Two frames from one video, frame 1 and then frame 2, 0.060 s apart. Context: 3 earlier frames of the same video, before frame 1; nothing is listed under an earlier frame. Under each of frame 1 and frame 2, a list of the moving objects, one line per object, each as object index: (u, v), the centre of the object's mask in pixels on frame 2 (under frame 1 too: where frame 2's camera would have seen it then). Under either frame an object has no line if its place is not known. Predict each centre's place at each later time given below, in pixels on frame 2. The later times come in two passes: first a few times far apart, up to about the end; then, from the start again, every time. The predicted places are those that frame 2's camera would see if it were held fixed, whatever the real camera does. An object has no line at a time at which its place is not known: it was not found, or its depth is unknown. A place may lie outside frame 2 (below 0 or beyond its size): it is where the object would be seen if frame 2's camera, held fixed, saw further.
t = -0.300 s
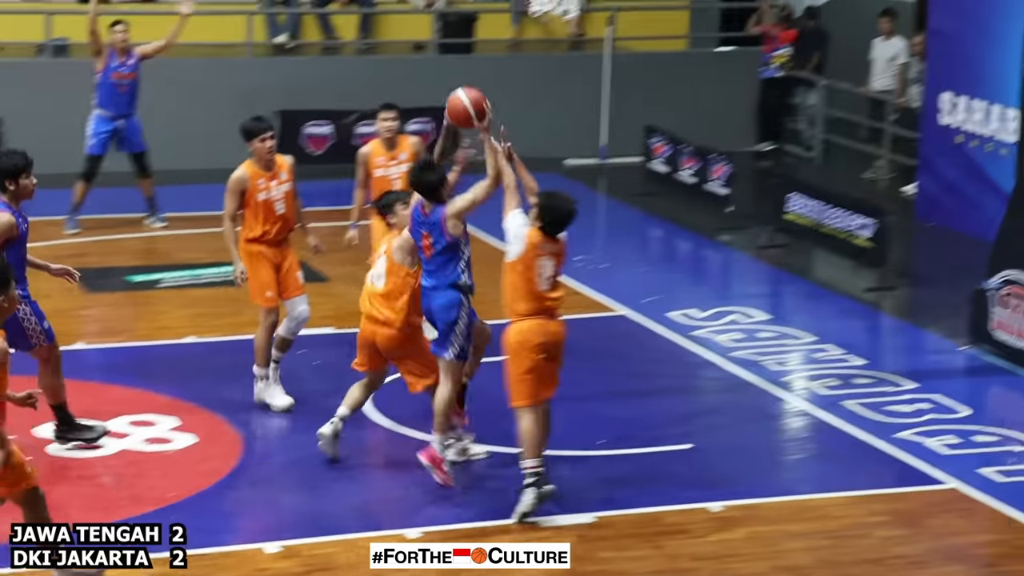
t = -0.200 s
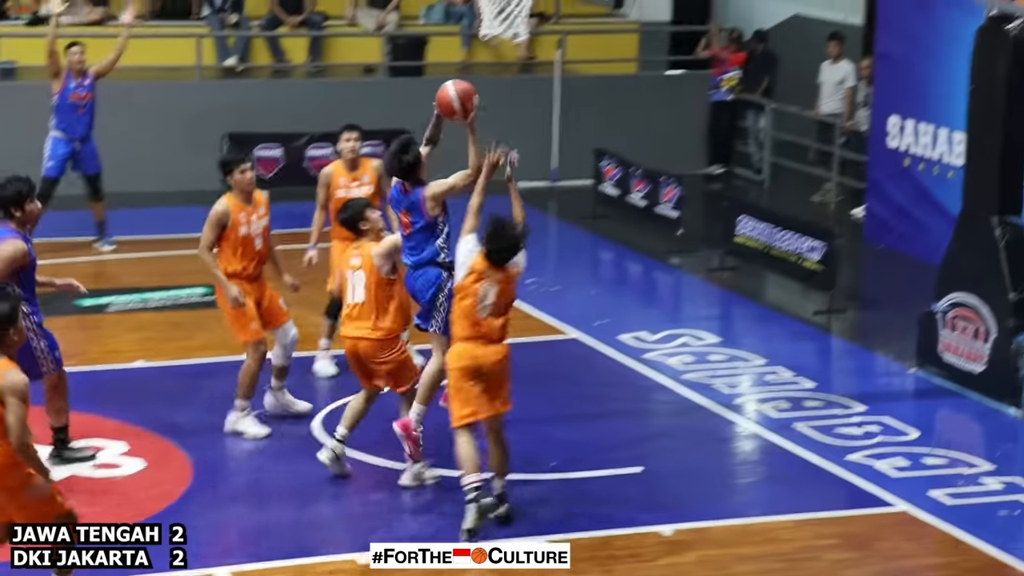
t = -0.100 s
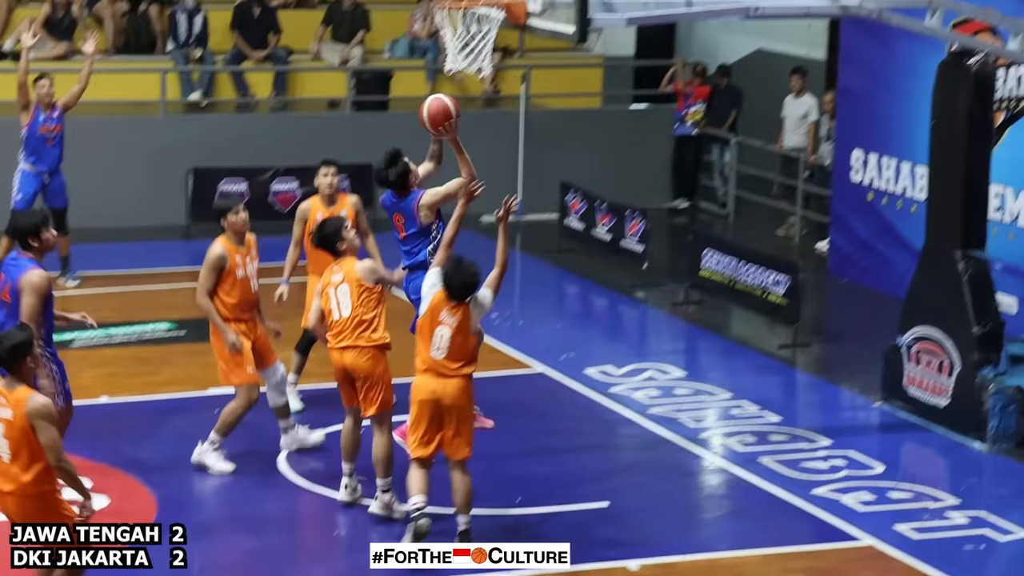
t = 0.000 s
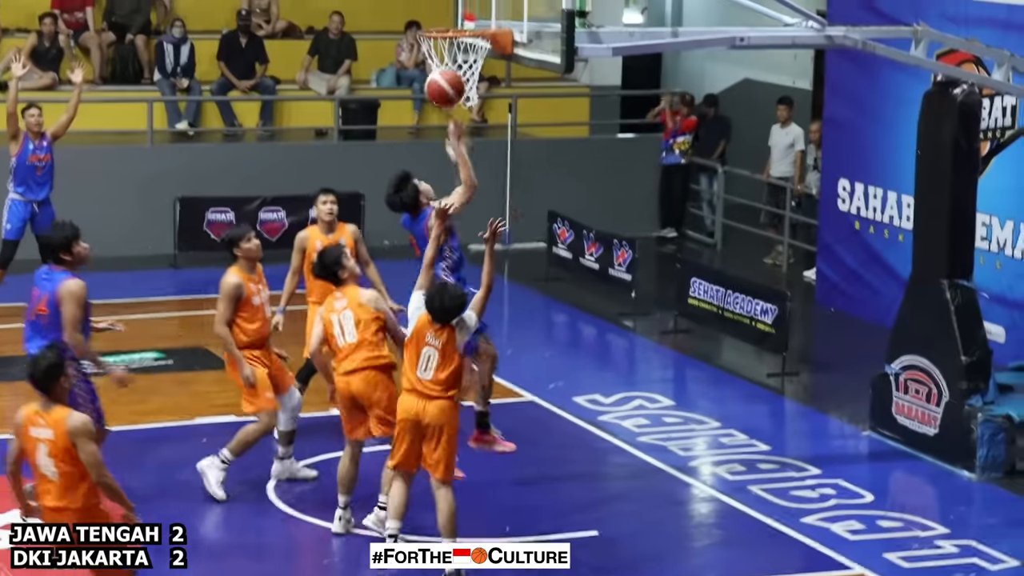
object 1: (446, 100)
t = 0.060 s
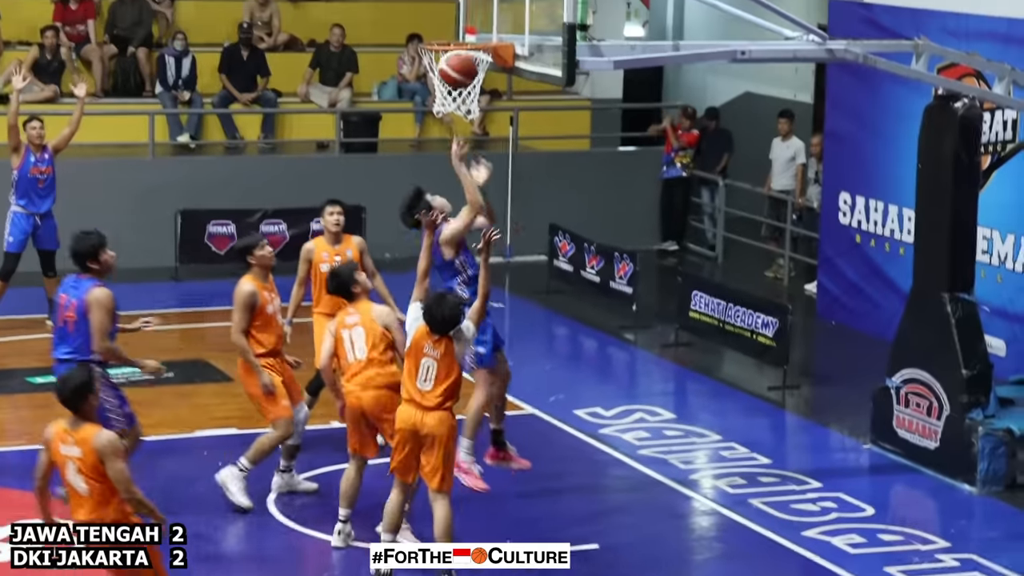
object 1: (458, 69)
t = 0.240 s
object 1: (489, 13)
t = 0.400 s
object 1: (515, 8)
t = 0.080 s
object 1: (461, 59)
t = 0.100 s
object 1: (465, 50)
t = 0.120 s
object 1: (468, 43)
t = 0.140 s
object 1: (472, 36)
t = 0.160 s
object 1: (475, 29)
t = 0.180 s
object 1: (479, 21)
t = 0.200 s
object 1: (482, 19)
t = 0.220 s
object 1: (485, 16)
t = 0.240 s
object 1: (489, 13)
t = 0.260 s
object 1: (492, 10)
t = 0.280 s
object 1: (495, 8)
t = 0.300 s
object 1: (500, 7)
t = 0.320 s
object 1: (503, 6)
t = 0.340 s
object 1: (507, 5)
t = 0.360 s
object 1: (510, 5)
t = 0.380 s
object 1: (513, 6)
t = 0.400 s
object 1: (515, 8)
